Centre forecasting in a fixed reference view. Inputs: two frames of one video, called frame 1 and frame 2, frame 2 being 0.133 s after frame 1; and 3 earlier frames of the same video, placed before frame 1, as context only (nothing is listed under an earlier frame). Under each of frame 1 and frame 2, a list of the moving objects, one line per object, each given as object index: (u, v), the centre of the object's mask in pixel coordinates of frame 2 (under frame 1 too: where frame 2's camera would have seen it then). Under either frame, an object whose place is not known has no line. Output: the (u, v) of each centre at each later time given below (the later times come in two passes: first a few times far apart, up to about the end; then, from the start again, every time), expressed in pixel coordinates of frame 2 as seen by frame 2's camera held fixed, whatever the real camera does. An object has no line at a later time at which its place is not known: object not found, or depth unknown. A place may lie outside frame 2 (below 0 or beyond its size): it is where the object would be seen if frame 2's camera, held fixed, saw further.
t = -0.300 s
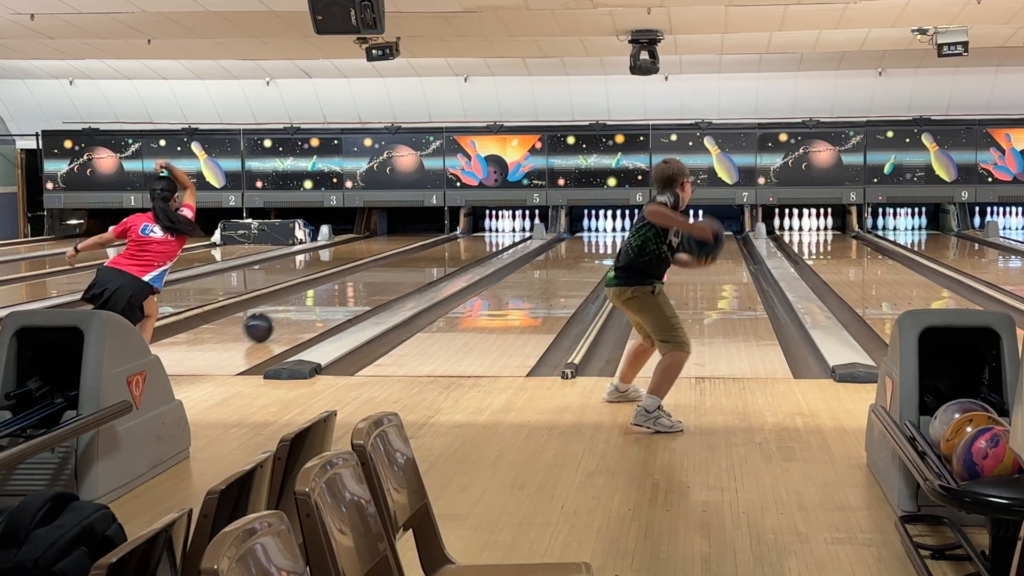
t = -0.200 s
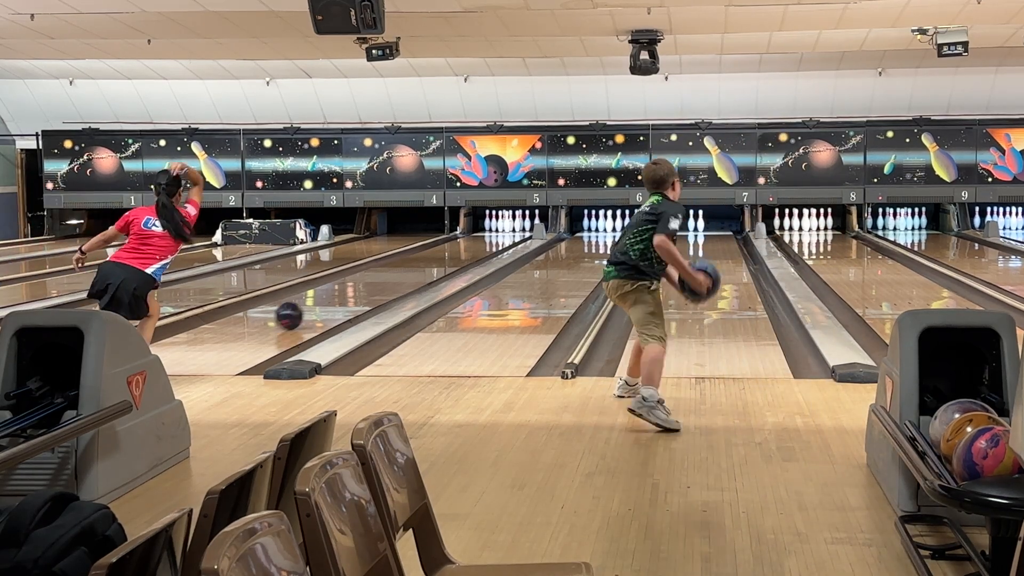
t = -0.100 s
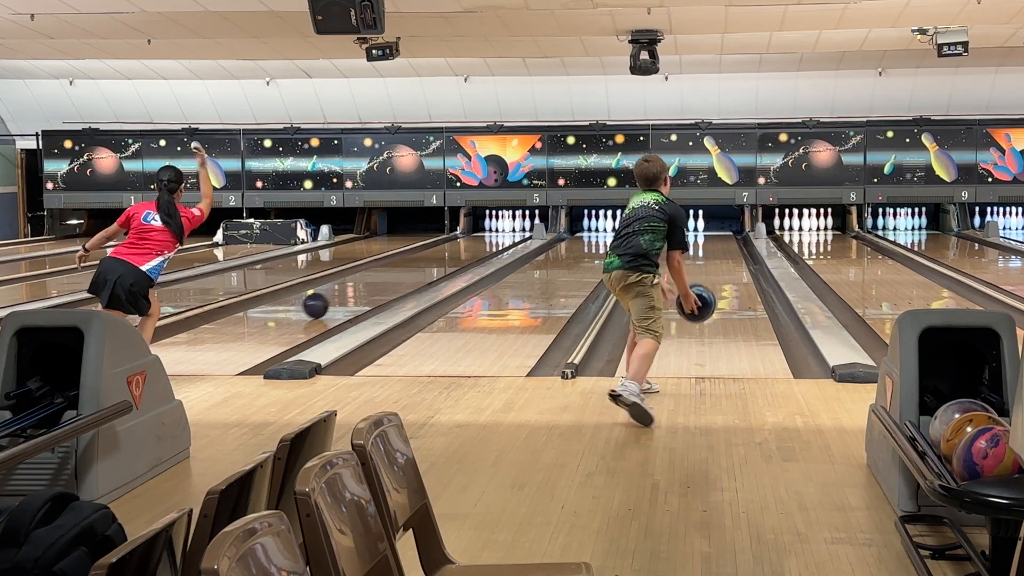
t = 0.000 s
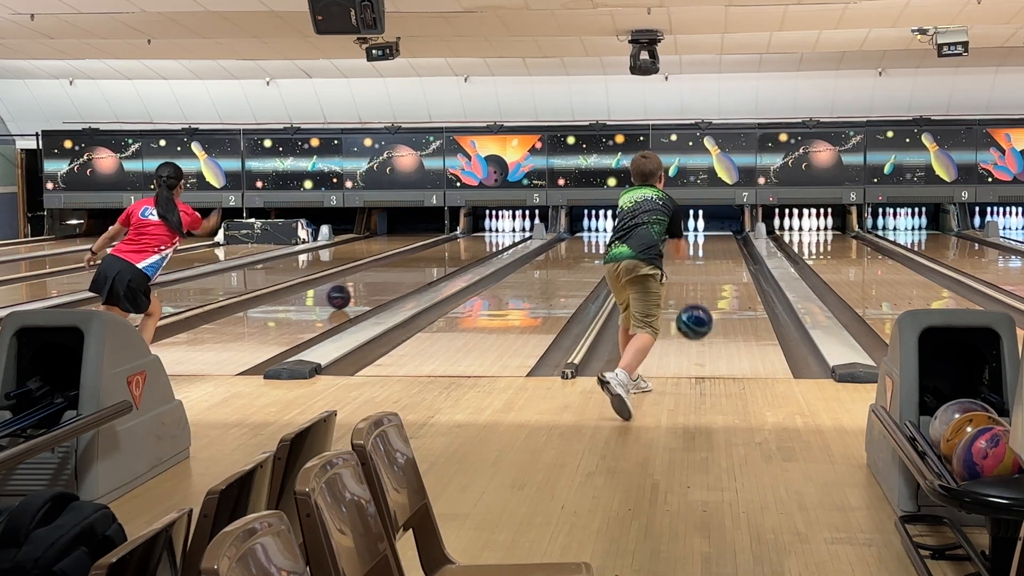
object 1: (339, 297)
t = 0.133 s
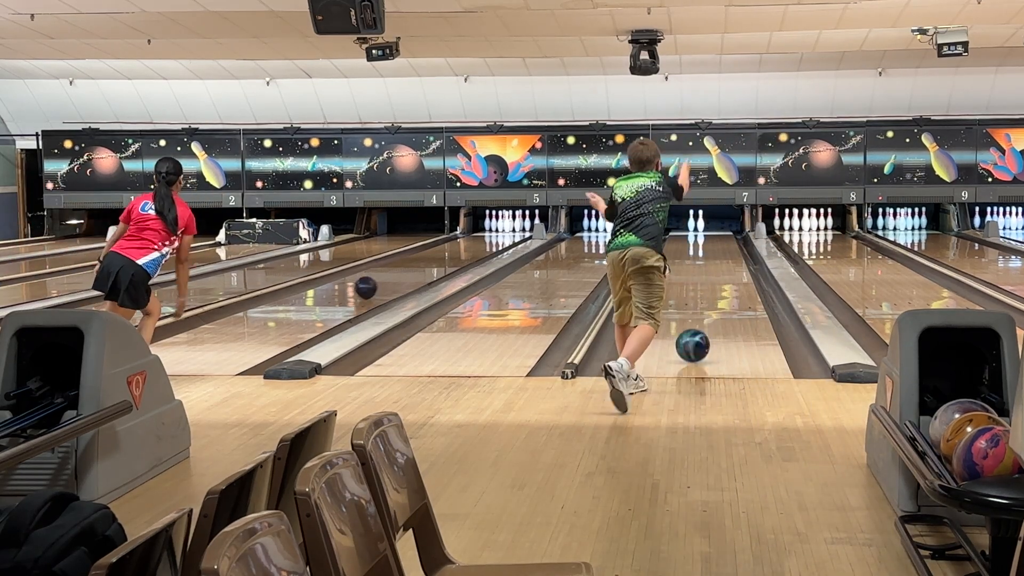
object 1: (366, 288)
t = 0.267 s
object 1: (389, 280)
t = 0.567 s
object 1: (430, 264)
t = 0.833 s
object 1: (457, 252)
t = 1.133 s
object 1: (481, 244)
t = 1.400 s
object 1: (497, 236)
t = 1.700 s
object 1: (508, 230)
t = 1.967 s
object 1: (518, 226)
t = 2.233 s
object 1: (520, 226)
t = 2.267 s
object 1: (521, 226)
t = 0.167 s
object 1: (372, 286)
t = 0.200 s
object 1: (377, 284)
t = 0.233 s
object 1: (383, 282)
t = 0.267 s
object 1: (389, 280)
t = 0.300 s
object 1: (394, 278)
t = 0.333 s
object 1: (399, 276)
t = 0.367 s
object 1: (404, 273)
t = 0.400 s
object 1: (408, 272)
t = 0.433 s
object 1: (413, 270)
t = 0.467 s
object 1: (417, 268)
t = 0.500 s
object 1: (422, 267)
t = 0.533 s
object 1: (426, 265)
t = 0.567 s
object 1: (430, 264)
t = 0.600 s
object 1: (433, 262)
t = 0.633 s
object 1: (437, 260)
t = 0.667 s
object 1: (441, 259)
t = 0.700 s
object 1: (444, 257)
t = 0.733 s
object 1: (448, 256)
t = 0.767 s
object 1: (451, 255)
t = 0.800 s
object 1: (454, 254)
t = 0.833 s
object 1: (457, 252)
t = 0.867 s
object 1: (460, 251)
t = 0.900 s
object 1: (463, 250)
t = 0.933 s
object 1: (466, 249)
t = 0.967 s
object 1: (469, 248)
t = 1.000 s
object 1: (471, 247)
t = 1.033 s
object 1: (474, 246)
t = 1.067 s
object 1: (476, 245)
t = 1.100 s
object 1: (479, 245)
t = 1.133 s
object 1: (481, 244)
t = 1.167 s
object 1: (483, 242)
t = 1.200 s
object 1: (485, 241)
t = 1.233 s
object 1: (488, 240)
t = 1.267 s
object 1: (489, 239)
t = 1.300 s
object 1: (491, 239)
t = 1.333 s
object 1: (493, 238)
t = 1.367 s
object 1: (495, 237)
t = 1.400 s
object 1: (497, 236)
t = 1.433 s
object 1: (498, 235)
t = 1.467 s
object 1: (500, 235)
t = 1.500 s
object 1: (501, 234)
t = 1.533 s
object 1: (502, 233)
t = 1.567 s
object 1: (504, 232)
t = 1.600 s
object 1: (505, 232)
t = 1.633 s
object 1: (506, 231)
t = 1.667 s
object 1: (508, 230)
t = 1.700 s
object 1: (508, 230)
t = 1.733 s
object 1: (509, 229)
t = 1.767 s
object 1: (510, 229)
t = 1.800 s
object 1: (511, 228)
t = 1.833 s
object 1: (511, 228)
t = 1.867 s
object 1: (512, 227)
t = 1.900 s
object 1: (515, 227)
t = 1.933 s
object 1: (516, 226)
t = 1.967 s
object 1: (518, 226)
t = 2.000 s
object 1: (519, 226)
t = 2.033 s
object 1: (519, 225)
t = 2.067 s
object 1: (520, 225)
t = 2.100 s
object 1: (519, 225)
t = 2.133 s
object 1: (519, 224)
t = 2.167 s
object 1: (519, 225)
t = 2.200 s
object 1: (519, 225)
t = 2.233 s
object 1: (520, 226)
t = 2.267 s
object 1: (521, 226)
